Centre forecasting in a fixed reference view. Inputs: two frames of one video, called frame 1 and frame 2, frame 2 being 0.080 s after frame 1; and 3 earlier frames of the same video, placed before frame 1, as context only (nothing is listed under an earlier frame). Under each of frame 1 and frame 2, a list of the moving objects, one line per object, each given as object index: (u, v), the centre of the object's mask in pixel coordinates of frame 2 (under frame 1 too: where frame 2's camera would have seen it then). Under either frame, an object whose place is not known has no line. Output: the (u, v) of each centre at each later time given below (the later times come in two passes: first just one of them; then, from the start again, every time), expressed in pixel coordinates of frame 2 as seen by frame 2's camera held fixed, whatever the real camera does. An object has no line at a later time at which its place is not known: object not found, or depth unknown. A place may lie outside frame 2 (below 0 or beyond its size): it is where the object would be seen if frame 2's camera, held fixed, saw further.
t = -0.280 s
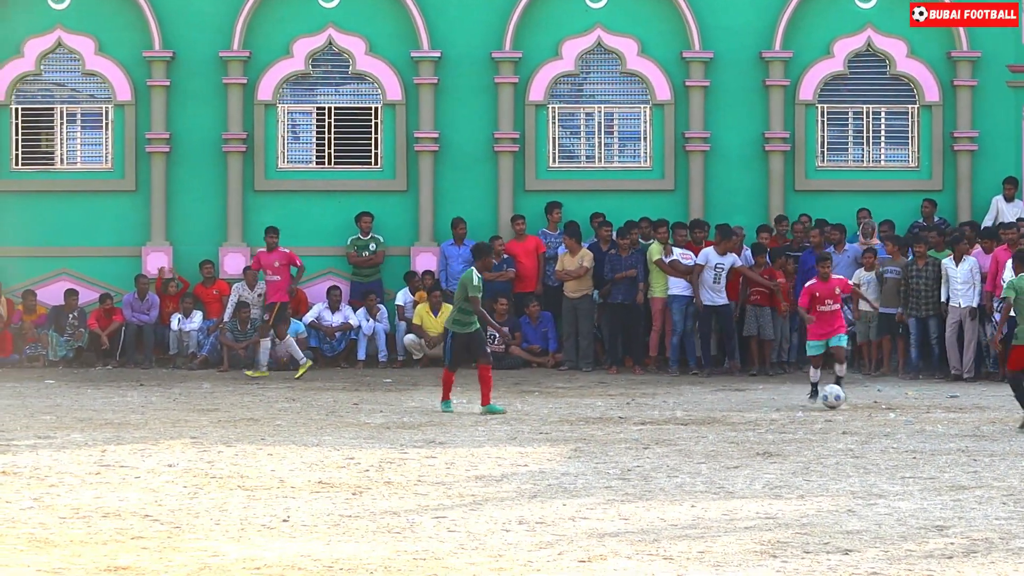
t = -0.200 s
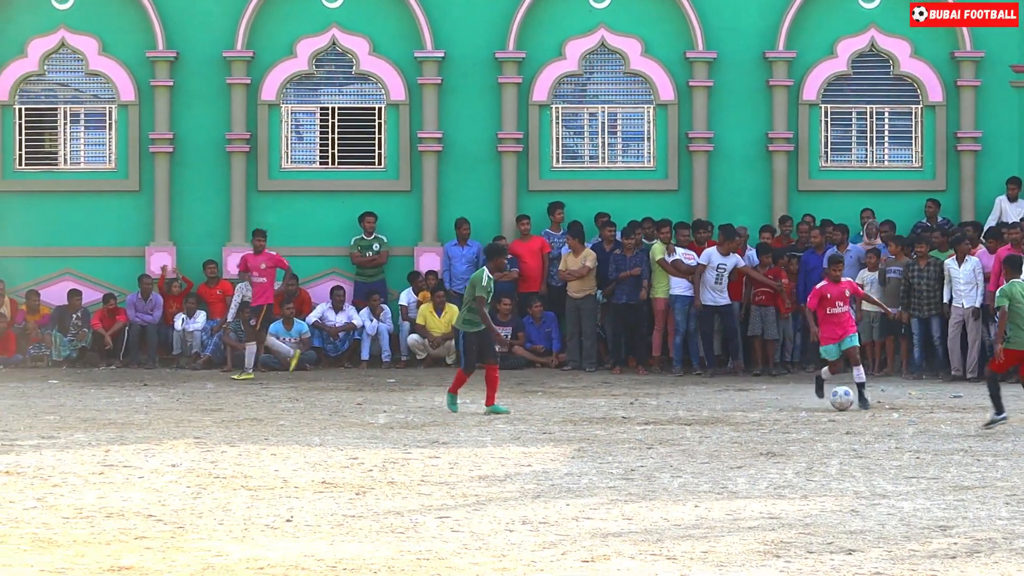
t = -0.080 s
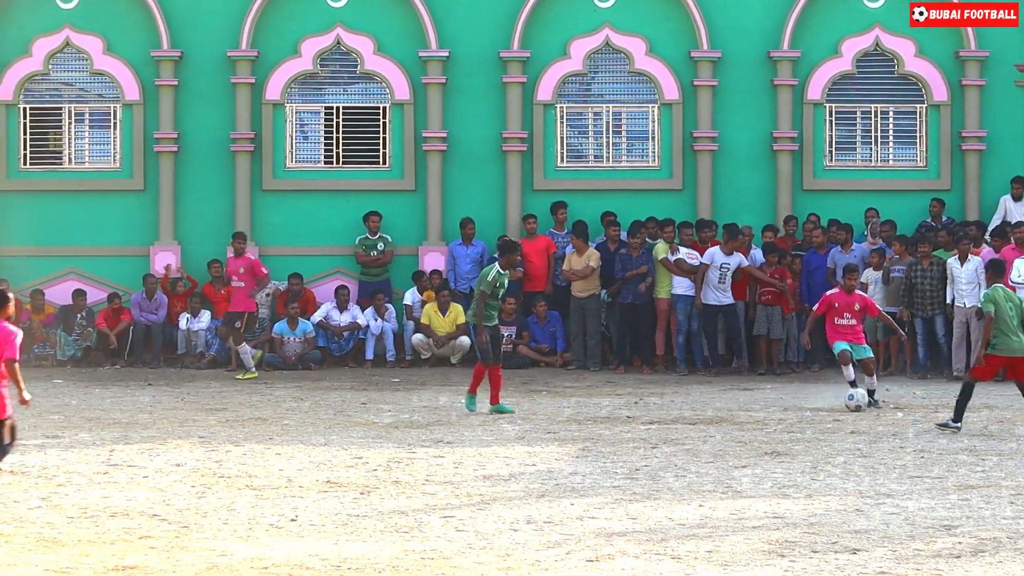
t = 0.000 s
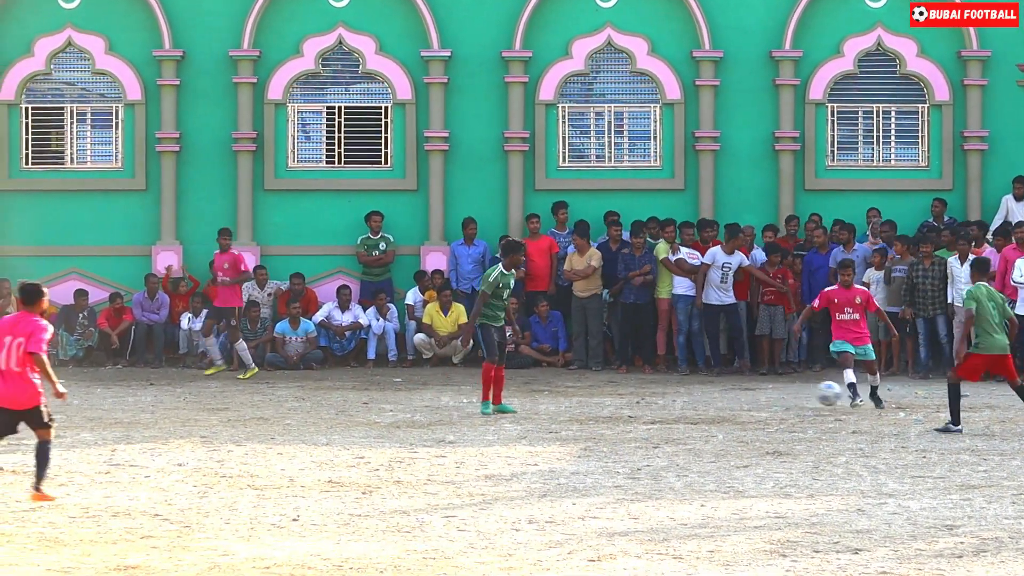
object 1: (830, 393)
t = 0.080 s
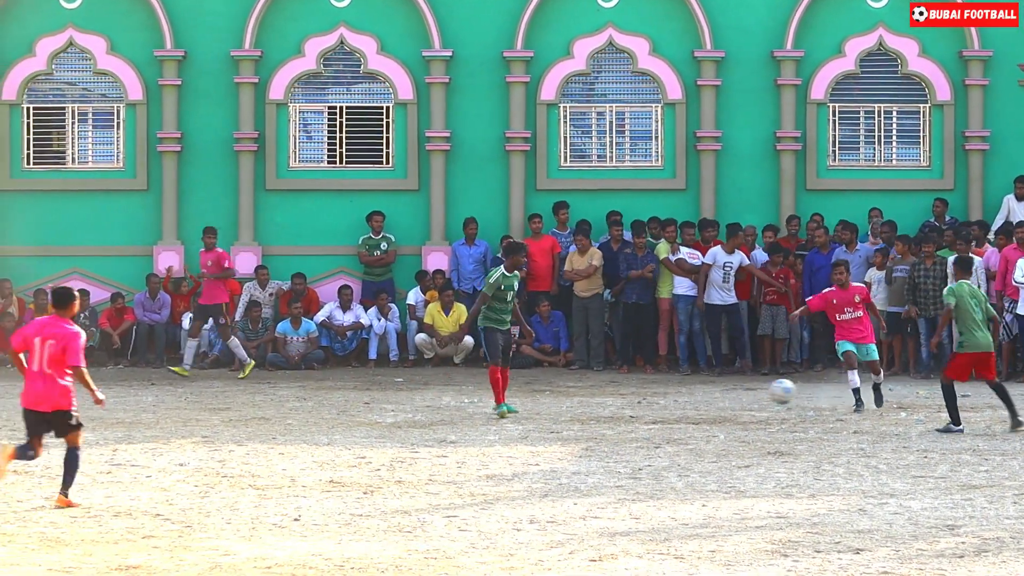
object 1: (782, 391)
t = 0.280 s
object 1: (646, 415)
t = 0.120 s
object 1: (756, 393)
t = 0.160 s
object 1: (730, 396)
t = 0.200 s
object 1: (703, 400)
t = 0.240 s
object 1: (675, 407)
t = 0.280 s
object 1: (646, 415)
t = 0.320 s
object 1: (616, 423)
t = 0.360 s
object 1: (591, 421)
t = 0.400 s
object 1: (564, 421)
